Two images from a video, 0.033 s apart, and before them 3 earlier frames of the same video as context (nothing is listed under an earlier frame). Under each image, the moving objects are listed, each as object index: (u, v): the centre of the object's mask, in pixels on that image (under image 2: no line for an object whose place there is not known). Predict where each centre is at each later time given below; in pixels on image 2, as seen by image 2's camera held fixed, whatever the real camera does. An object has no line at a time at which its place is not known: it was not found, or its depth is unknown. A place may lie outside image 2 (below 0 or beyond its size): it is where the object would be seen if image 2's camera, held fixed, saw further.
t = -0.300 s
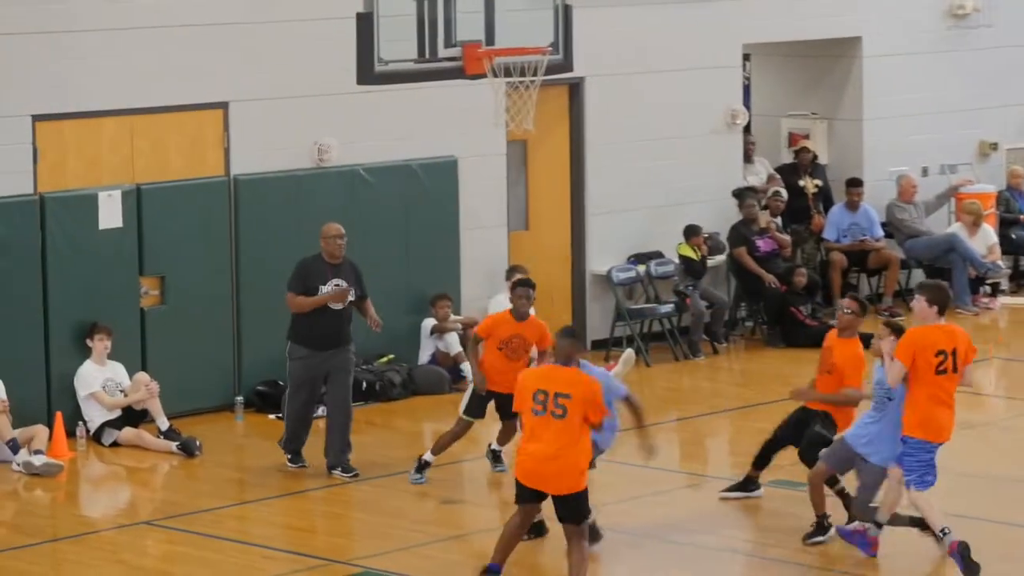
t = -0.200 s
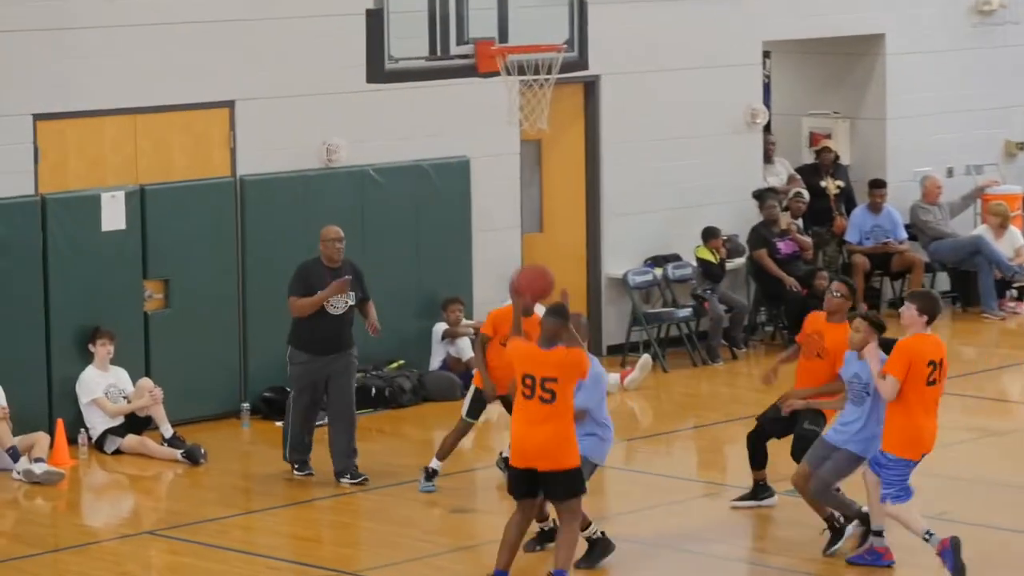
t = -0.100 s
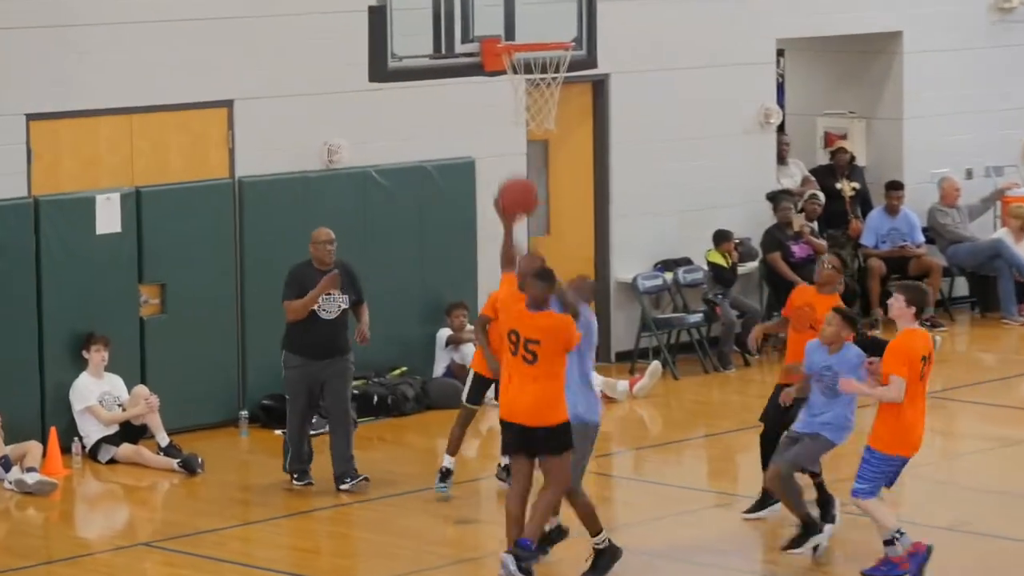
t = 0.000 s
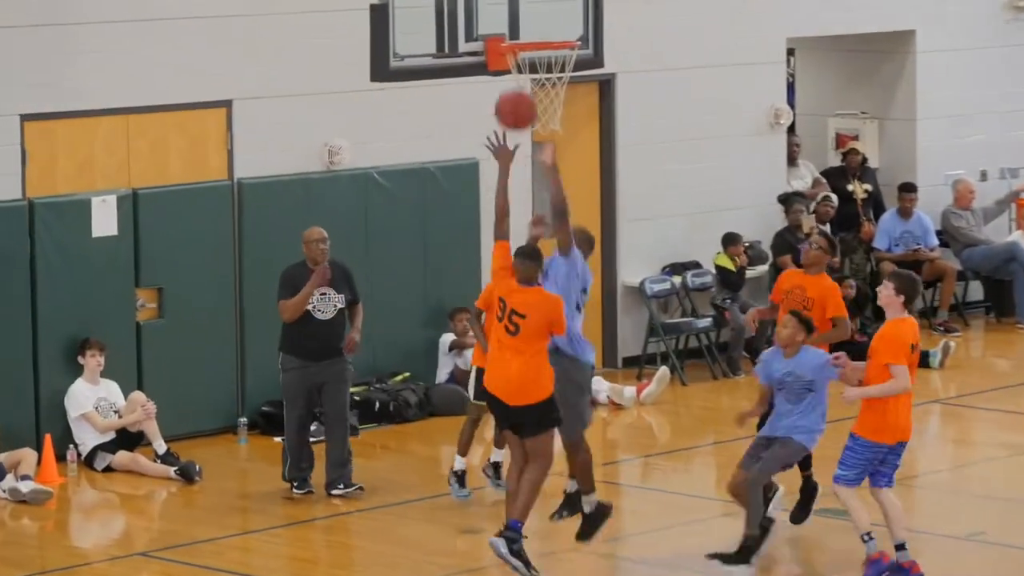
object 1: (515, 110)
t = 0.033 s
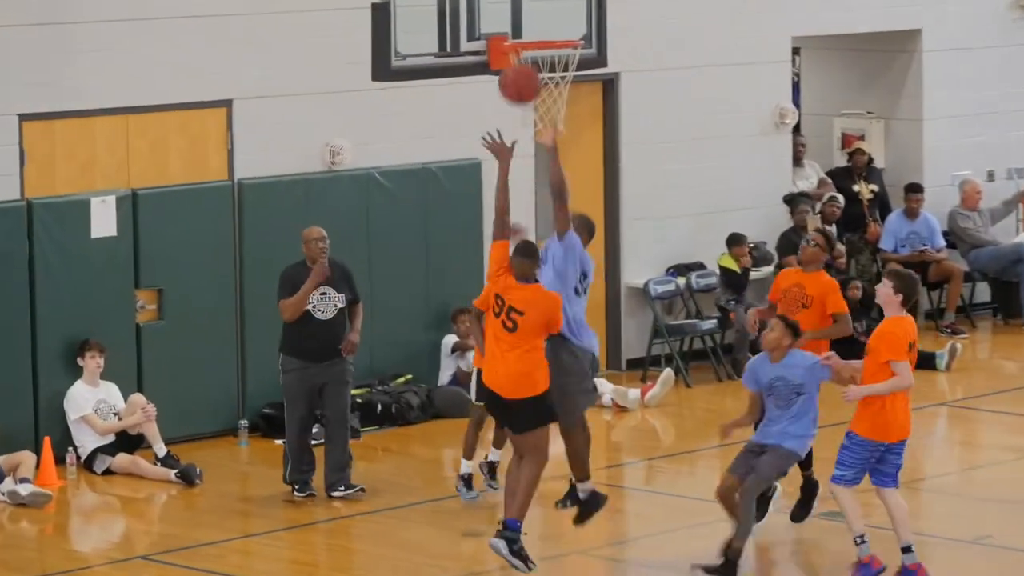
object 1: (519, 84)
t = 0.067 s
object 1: (523, 59)
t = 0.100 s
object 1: (522, 39)
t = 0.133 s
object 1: (523, 20)
